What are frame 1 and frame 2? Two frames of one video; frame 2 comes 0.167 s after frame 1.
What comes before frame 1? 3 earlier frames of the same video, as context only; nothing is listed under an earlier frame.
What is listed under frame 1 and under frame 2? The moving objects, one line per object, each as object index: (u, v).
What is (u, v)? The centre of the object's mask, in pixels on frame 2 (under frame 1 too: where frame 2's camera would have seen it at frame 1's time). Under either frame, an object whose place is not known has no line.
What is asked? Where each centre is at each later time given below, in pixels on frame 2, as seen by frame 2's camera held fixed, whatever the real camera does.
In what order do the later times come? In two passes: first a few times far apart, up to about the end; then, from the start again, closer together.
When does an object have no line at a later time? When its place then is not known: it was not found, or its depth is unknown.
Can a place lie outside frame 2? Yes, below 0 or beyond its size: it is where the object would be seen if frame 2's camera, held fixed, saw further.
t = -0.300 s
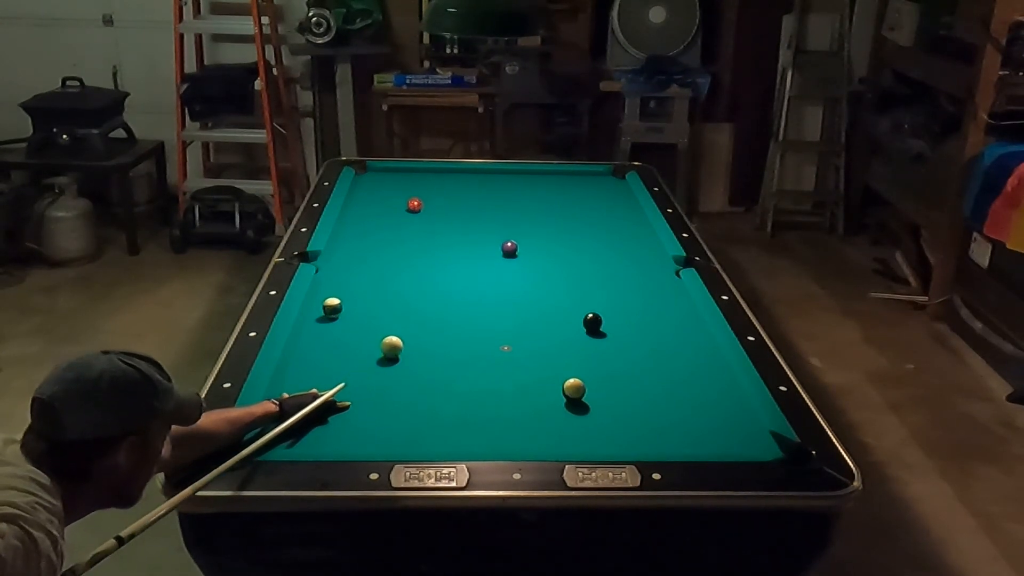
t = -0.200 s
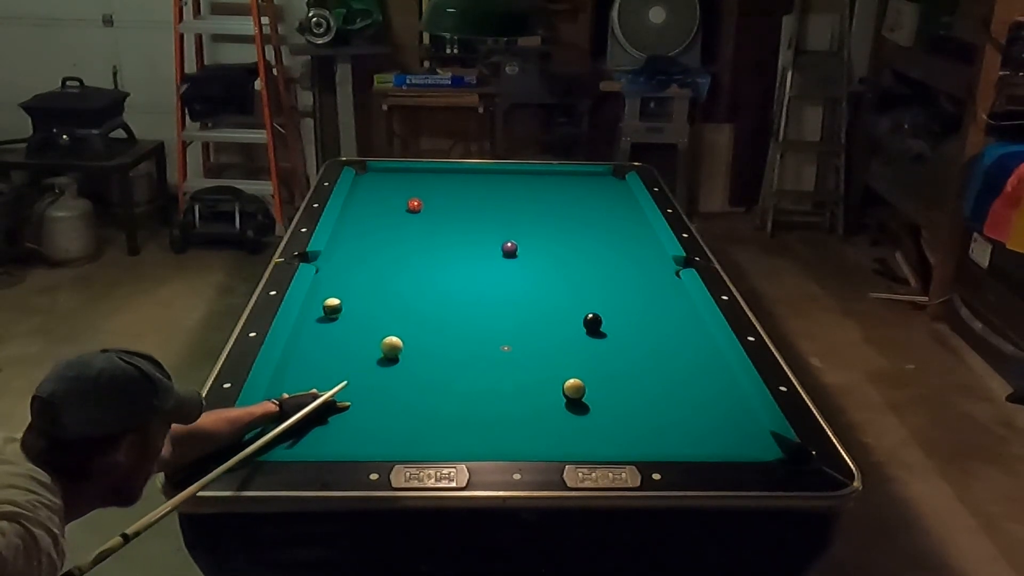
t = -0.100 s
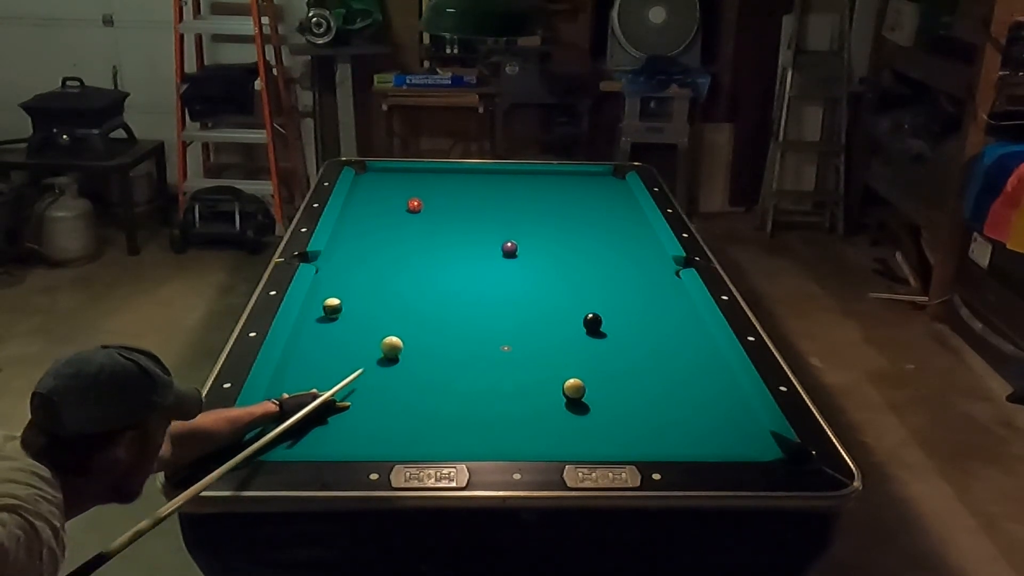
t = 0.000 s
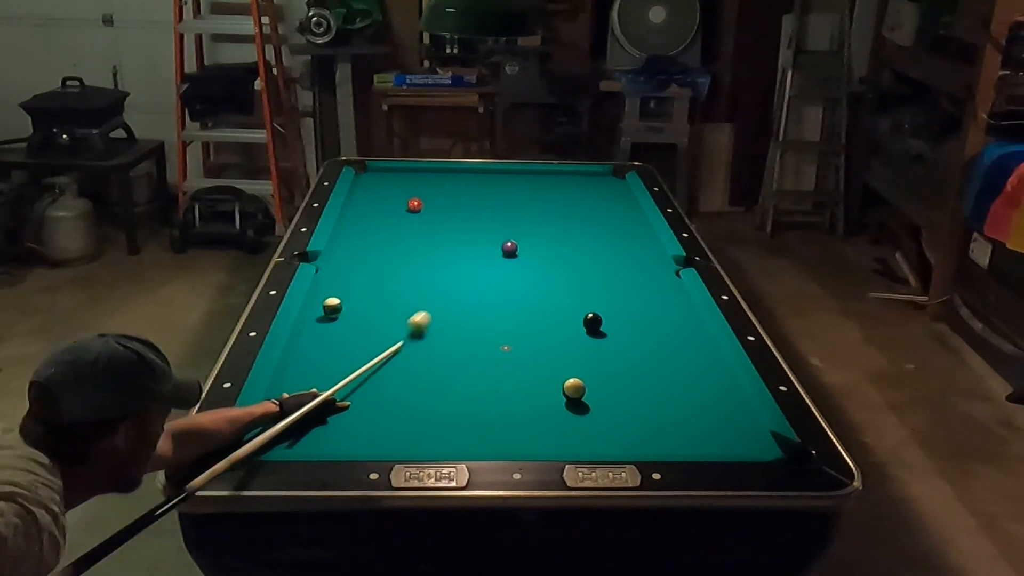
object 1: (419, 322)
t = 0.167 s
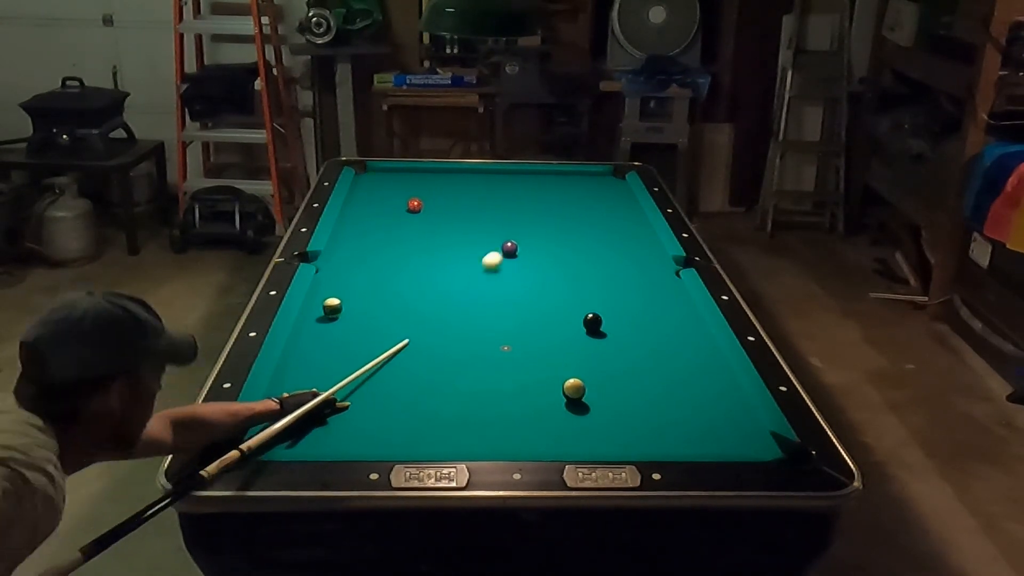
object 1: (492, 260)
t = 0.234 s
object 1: (499, 253)
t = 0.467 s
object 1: (487, 251)
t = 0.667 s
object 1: (477, 249)
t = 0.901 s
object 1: (468, 247)
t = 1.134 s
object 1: (460, 245)
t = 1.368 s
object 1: (454, 244)
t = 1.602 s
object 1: (449, 243)
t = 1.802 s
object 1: (446, 243)
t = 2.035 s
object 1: (444, 243)
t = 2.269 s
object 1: (443, 243)
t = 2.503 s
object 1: (442, 243)
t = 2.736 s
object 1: (442, 243)
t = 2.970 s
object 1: (447, 239)
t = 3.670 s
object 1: (441, 242)
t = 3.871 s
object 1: (442, 243)
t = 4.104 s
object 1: (442, 243)
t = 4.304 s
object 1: (442, 243)
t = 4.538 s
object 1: (442, 243)
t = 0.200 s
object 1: (501, 253)
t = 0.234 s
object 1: (499, 253)
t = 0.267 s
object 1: (498, 252)
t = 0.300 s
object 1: (496, 252)
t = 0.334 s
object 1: (494, 252)
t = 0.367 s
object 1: (492, 251)
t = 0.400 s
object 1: (490, 251)
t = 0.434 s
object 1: (488, 251)
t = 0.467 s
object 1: (487, 251)
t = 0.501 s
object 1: (485, 250)
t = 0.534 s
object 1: (484, 250)
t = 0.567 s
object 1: (482, 250)
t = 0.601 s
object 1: (480, 249)
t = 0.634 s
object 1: (479, 249)
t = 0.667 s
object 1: (477, 249)
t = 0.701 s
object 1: (476, 249)
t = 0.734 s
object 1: (474, 248)
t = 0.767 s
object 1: (473, 248)
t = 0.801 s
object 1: (472, 248)
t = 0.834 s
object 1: (470, 247)
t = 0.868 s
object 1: (469, 247)
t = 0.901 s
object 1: (468, 247)
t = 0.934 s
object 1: (467, 247)
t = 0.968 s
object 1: (466, 247)
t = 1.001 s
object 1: (464, 246)
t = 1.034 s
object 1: (463, 246)
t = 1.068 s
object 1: (462, 246)
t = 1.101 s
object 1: (461, 246)
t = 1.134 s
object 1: (460, 245)
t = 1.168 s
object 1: (459, 245)
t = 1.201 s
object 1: (458, 245)
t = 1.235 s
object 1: (457, 245)
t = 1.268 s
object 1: (456, 245)
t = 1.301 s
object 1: (456, 245)
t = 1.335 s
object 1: (455, 244)
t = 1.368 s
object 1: (454, 244)
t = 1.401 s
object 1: (453, 244)
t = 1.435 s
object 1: (452, 244)
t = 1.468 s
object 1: (452, 244)
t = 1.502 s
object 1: (451, 244)
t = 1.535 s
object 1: (450, 244)
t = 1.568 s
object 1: (450, 243)
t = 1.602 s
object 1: (449, 243)
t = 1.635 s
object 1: (448, 243)
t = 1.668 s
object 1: (448, 243)
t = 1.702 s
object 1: (447, 243)
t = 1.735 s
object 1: (447, 243)
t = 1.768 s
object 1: (446, 243)
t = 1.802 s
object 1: (446, 243)
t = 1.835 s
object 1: (446, 243)
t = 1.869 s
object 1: (445, 243)
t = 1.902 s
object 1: (445, 243)
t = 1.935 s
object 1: (445, 243)
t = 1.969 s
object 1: (444, 243)
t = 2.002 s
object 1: (444, 243)
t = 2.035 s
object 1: (444, 243)
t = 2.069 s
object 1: (444, 243)
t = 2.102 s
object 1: (443, 243)
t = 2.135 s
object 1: (443, 243)
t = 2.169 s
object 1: (443, 243)
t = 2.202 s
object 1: (443, 243)
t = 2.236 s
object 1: (443, 243)
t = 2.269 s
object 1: (443, 243)
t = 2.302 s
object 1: (443, 243)
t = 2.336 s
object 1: (443, 243)
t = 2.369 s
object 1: (443, 243)
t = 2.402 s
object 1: (443, 243)
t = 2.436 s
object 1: (442, 243)
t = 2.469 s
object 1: (442, 243)
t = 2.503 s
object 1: (442, 243)
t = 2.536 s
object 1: (442, 243)
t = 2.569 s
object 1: (442, 243)
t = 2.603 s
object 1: (442, 243)
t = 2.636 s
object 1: (442, 243)
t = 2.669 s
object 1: (442, 243)
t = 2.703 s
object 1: (442, 243)
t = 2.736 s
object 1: (442, 243)
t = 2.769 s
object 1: (442, 243)
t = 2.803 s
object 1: (442, 243)
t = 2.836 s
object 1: (442, 243)
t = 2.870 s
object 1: (442, 243)
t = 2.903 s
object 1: (442, 243)
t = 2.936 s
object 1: (442, 243)
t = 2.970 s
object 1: (447, 239)
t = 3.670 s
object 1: (441, 242)
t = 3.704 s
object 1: (442, 243)
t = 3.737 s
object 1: (443, 243)
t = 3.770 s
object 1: (442, 243)
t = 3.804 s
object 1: (442, 243)
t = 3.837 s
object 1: (442, 243)
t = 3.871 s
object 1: (442, 243)
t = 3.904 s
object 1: (442, 243)
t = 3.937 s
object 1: (442, 243)
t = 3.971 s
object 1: (442, 243)
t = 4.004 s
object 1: (442, 243)
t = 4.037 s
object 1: (442, 243)
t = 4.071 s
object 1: (442, 243)
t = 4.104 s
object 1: (442, 243)
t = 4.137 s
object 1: (442, 243)
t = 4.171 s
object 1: (442, 243)
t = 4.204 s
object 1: (442, 243)
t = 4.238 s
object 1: (442, 243)
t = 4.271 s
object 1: (442, 243)
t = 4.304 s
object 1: (442, 243)
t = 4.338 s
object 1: (442, 243)
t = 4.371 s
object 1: (442, 243)
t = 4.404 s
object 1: (442, 243)
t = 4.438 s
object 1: (442, 243)
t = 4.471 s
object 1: (442, 243)
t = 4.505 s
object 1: (442, 243)
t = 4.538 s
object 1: (442, 243)
